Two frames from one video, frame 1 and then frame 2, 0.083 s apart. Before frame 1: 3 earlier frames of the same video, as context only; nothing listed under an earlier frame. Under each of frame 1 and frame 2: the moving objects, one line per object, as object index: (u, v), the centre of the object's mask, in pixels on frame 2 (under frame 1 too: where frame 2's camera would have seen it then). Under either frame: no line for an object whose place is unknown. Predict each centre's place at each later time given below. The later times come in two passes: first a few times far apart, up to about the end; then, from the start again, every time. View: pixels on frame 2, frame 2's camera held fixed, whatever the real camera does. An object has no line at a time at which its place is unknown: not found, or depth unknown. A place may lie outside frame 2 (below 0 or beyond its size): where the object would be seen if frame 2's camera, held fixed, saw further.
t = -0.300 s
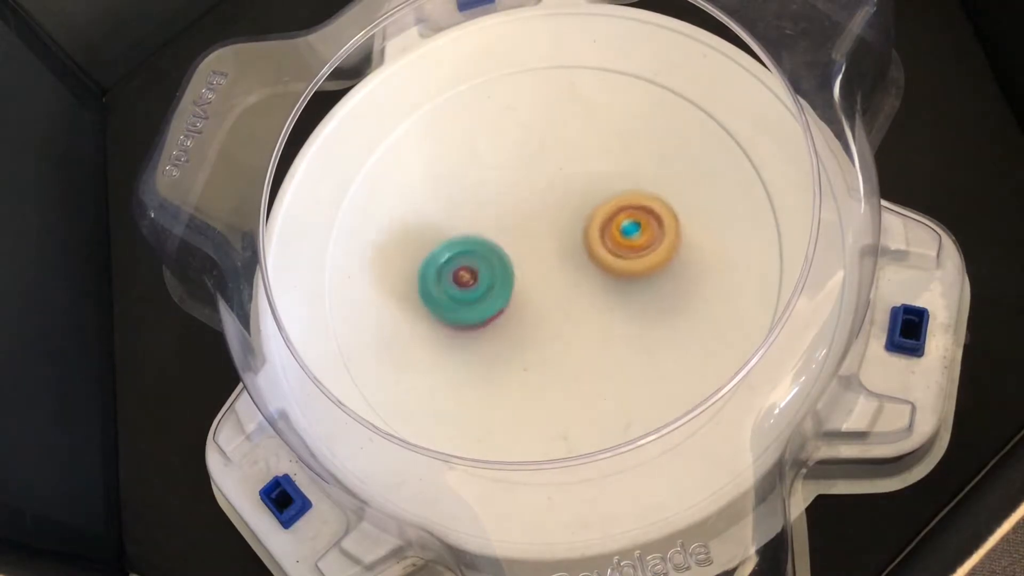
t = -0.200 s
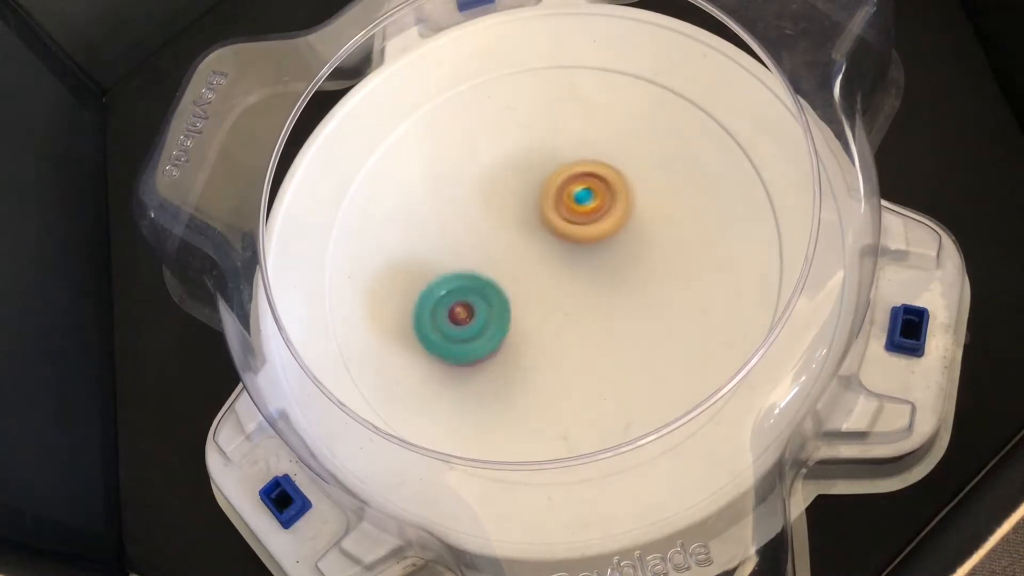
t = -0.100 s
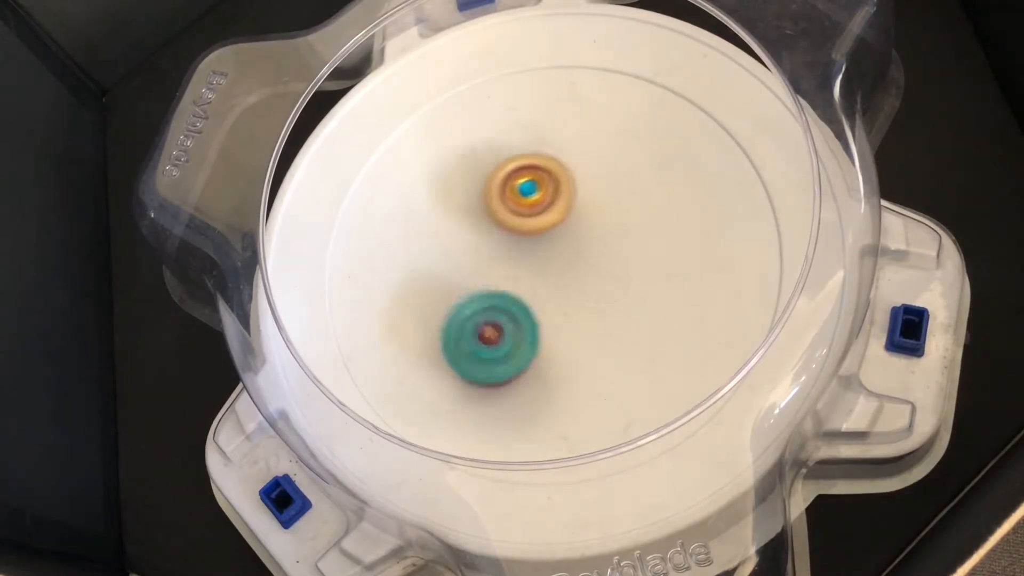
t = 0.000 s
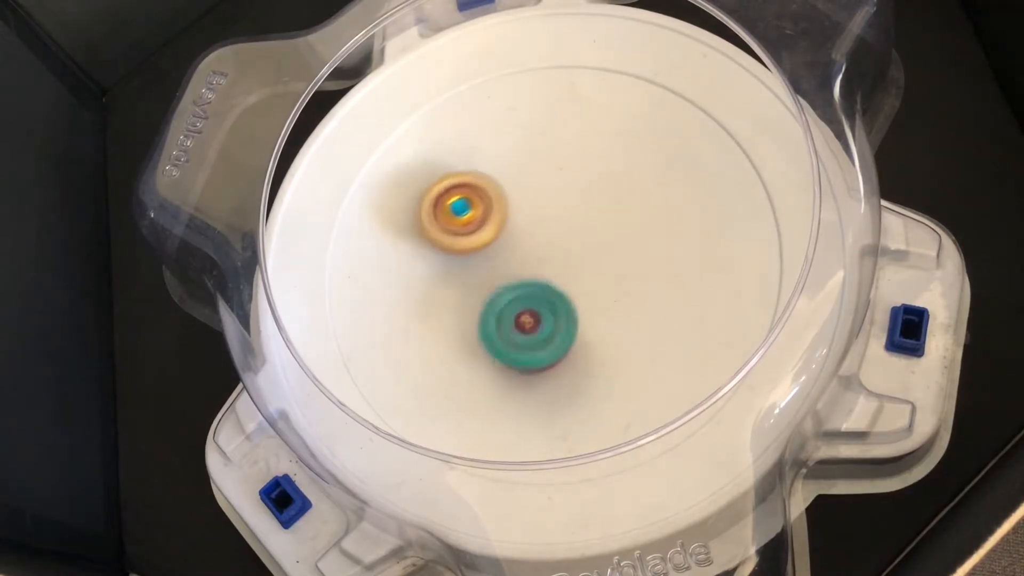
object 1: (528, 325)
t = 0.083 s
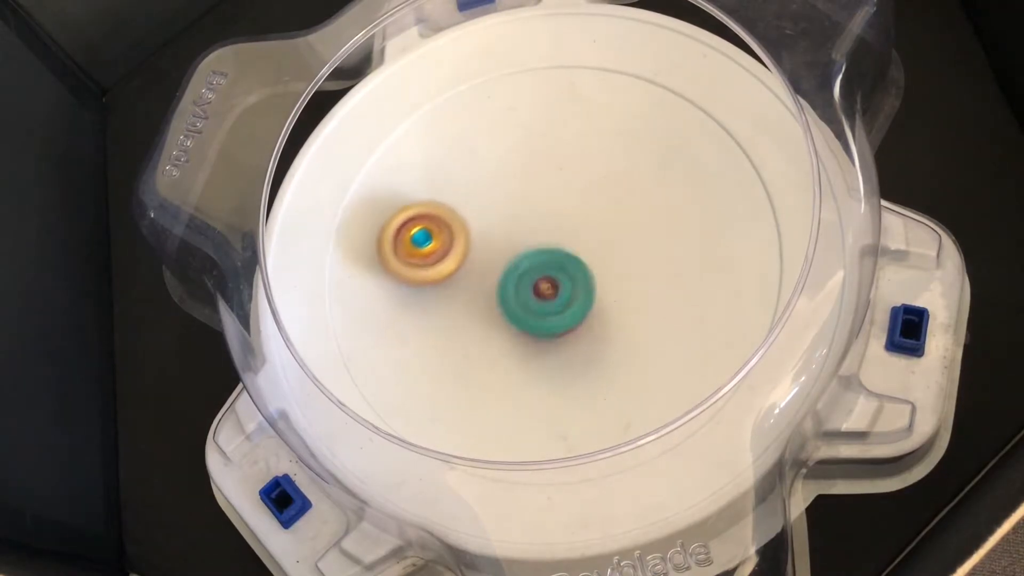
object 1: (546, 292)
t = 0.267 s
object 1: (524, 219)
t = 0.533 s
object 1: (451, 230)
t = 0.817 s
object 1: (528, 263)
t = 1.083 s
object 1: (542, 248)
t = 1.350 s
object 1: (571, 269)
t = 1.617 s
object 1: (614, 245)
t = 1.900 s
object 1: (560, 197)
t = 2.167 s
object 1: (512, 259)
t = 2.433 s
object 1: (542, 323)
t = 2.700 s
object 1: (565, 263)
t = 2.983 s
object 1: (487, 238)
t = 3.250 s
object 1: (501, 277)
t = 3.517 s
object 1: (550, 244)
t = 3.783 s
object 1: (545, 228)
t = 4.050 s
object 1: (557, 236)
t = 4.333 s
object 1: (555, 234)
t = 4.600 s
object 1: (507, 247)
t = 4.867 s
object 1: (502, 311)
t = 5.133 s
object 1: (547, 293)
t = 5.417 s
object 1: (590, 217)
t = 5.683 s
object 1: (563, 177)
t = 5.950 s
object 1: (525, 125)
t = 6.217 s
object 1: (511, 139)
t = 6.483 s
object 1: (498, 171)
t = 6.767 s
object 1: (499, 237)
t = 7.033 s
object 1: (466, 227)
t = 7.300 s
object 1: (482, 216)
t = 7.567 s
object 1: (509, 221)
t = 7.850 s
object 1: (581, 204)
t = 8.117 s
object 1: (556, 205)
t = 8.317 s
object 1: (573, 204)
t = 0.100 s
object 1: (548, 284)
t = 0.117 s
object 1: (548, 276)
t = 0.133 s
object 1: (549, 269)
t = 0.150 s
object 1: (547, 261)
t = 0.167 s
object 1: (546, 255)
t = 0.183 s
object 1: (544, 247)
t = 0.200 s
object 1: (541, 241)
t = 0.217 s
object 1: (538, 234)
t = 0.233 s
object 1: (533, 229)
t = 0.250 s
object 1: (530, 223)
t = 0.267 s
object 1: (524, 219)
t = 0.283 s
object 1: (519, 214)
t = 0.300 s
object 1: (514, 210)
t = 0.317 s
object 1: (508, 208)
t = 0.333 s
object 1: (503, 205)
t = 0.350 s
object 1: (496, 204)
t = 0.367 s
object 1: (491, 203)
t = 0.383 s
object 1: (484, 202)
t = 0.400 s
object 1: (479, 203)
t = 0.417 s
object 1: (473, 204)
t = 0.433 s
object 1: (468, 207)
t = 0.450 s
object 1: (464, 209)
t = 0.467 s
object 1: (459, 212)
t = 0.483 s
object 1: (457, 216)
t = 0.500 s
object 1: (453, 221)
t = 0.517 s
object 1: (452, 225)
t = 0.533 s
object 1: (451, 230)
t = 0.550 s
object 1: (452, 235)
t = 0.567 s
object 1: (453, 240)
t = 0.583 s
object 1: (455, 245)
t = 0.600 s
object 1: (458, 249)
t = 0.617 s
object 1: (461, 254)
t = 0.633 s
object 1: (467, 258)
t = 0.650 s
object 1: (472, 261)
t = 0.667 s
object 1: (479, 264)
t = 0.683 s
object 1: (485, 265)
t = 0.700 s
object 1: (492, 267)
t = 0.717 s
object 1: (499, 266)
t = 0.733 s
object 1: (506, 267)
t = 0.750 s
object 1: (515, 266)
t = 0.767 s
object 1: (521, 264)
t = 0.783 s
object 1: (525, 263)
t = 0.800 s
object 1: (526, 263)
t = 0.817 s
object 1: (528, 263)
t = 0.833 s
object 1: (529, 262)
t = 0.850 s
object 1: (531, 262)
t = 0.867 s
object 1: (532, 262)
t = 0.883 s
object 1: (534, 262)
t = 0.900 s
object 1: (534, 261)
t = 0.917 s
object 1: (536, 261)
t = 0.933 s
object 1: (537, 259)
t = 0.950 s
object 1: (538, 259)
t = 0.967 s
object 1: (540, 257)
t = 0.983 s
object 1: (540, 257)
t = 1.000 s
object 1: (541, 255)
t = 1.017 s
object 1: (541, 254)
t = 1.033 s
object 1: (542, 252)
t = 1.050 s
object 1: (542, 251)
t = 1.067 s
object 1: (543, 249)
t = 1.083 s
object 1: (542, 248)
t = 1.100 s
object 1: (542, 247)
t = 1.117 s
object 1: (542, 246)
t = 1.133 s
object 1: (541, 245)
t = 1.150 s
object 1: (540, 244)
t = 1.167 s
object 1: (540, 243)
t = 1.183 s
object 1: (539, 242)
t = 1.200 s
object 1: (539, 243)
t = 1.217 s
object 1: (537, 242)
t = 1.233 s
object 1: (537, 243)
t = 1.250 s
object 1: (542, 247)
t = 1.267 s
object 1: (547, 253)
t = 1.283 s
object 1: (551, 257)
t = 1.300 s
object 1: (556, 262)
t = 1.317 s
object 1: (561, 264)
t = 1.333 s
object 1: (566, 268)
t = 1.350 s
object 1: (571, 269)
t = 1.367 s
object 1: (577, 272)
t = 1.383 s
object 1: (581, 273)
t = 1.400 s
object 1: (587, 274)
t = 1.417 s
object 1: (591, 274)
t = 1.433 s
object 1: (596, 274)
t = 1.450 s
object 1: (600, 273)
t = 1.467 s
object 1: (605, 272)
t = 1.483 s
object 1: (608, 270)
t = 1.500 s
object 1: (612, 268)
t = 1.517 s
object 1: (614, 265)
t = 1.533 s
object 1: (616, 262)
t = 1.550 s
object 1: (617, 258)
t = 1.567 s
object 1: (618, 255)
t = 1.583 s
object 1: (617, 251)
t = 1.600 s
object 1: (617, 248)
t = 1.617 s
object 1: (614, 245)
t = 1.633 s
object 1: (612, 242)
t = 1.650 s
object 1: (607, 240)
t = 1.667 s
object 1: (604, 237)
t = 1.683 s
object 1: (598, 237)
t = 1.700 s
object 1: (595, 235)
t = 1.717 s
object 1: (594, 231)
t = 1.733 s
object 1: (594, 225)
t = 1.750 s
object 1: (594, 220)
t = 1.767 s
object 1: (593, 215)
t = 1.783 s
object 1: (591, 211)
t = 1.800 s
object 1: (588, 208)
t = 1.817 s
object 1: (585, 204)
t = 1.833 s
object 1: (580, 201)
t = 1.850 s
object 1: (576, 199)
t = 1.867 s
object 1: (570, 198)
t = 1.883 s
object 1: (566, 196)
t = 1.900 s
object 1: (560, 197)
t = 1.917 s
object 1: (554, 196)
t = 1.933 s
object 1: (550, 198)
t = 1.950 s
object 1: (544, 199)
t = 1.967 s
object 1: (540, 202)
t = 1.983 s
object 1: (534, 205)
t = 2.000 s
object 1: (531, 208)
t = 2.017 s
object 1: (525, 213)
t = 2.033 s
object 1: (523, 216)
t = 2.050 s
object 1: (519, 222)
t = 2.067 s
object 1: (517, 226)
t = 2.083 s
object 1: (515, 232)
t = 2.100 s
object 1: (513, 237)
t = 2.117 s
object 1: (513, 242)
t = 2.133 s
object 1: (511, 248)
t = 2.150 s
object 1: (512, 253)
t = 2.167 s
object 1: (512, 259)
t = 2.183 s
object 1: (512, 264)
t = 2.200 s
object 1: (510, 270)
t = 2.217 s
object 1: (509, 275)
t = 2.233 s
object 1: (509, 282)
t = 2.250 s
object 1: (508, 287)
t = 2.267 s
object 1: (510, 292)
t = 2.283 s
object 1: (510, 298)
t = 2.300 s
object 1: (513, 302)
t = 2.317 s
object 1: (515, 307)
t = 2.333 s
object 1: (518, 311)
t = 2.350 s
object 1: (522, 315)
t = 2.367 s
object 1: (525, 317)
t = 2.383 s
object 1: (529, 320)
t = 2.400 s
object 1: (533, 321)
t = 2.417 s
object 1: (538, 322)
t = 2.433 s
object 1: (542, 323)
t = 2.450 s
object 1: (547, 322)
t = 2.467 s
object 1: (552, 321)
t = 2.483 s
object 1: (556, 318)
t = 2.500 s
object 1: (561, 316)
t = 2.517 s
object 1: (564, 313)
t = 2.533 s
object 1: (568, 309)
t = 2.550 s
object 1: (570, 304)
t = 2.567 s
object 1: (572, 299)
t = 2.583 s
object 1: (572, 296)
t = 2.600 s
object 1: (573, 290)
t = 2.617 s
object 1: (573, 286)
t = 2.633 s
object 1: (572, 281)
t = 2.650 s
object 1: (572, 275)
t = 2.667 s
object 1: (569, 272)
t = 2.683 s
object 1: (567, 266)
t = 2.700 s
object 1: (565, 263)
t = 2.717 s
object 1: (561, 259)
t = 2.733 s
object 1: (558, 255)
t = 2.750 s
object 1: (553, 251)
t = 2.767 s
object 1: (550, 247)
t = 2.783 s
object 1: (545, 245)
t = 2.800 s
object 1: (540, 242)
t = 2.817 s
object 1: (536, 240)
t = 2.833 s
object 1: (530, 238)
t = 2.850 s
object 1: (526, 236)
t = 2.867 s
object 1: (520, 235)
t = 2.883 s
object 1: (515, 233)
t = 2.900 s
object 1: (510, 234)
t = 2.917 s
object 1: (504, 233)
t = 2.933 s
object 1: (500, 234)
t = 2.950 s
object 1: (495, 235)
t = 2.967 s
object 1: (491, 236)
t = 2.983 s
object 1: (487, 238)
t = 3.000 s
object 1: (483, 239)
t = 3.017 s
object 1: (480, 242)
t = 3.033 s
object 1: (476, 245)
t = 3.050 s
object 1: (474, 248)
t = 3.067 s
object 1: (472, 252)
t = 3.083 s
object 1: (471, 255)
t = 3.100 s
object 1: (471, 259)
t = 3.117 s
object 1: (471, 263)
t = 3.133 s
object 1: (473, 266)
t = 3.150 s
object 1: (475, 270)
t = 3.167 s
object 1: (478, 272)
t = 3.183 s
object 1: (483, 275)
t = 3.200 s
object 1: (486, 276)
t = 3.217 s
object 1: (491, 277)
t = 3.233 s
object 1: (495, 278)
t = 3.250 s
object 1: (501, 277)
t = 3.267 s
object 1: (507, 277)
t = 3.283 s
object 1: (510, 276)
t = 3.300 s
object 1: (516, 273)
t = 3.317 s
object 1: (519, 272)
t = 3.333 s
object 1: (524, 269)
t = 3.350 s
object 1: (528, 266)
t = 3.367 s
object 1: (531, 264)
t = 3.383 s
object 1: (535, 260)
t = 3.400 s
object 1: (537, 259)
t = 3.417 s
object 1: (539, 257)
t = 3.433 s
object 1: (541, 255)
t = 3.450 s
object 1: (542, 253)
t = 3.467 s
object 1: (545, 250)
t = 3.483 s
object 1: (547, 249)
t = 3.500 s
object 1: (549, 247)
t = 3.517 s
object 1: (550, 244)
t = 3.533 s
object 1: (550, 241)
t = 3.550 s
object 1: (551, 239)
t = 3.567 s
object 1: (552, 237)
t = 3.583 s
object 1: (551, 235)
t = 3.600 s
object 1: (552, 233)
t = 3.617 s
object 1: (551, 232)
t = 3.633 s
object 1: (551, 230)
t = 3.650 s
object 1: (550, 229)
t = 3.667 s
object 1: (548, 228)
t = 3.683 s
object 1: (547, 227)
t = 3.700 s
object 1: (546, 228)
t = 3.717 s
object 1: (545, 227)
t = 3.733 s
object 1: (545, 227)
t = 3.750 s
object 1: (545, 228)
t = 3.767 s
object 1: (545, 227)
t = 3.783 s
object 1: (545, 228)
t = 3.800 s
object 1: (545, 228)
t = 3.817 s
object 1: (545, 229)
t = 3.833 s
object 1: (546, 231)
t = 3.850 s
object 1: (545, 231)
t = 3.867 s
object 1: (545, 232)
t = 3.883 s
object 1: (545, 233)
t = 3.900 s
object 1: (545, 234)
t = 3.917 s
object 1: (546, 235)
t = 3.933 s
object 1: (547, 235)
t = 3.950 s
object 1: (549, 235)
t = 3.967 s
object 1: (550, 236)
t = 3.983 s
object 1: (551, 236)
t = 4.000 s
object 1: (552, 236)
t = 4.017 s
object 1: (554, 237)
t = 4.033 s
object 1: (555, 236)
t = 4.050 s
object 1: (557, 236)
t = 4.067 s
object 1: (558, 238)
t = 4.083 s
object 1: (559, 238)
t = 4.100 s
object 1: (560, 238)
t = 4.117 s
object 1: (560, 239)
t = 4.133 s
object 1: (561, 239)
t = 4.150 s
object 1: (562, 239)
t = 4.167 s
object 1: (562, 240)
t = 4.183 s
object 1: (563, 240)
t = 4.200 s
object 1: (565, 241)
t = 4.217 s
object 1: (564, 242)
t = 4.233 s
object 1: (564, 242)
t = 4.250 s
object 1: (564, 243)
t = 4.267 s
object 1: (562, 241)
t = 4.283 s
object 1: (561, 239)
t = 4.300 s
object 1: (558, 238)
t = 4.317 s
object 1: (557, 235)
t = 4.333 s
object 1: (555, 234)
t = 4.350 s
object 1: (551, 233)
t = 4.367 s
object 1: (548, 230)
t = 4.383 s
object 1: (545, 229)
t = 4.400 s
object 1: (541, 229)
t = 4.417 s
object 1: (538, 228)
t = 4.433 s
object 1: (535, 229)
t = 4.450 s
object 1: (530, 229)
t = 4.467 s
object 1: (528, 230)
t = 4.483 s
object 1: (524, 231)
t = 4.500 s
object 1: (520, 232)
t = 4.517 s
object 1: (518, 233)
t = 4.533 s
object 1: (515, 236)
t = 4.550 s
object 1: (512, 238)
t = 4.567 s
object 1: (511, 240)
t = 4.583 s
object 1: (509, 244)
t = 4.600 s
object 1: (507, 247)
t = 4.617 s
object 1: (507, 249)
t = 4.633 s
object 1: (506, 253)
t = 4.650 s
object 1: (506, 256)
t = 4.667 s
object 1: (506, 260)
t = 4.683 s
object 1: (503, 265)
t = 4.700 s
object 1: (500, 271)
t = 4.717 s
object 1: (498, 275)
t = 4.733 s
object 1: (498, 280)
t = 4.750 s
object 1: (495, 285)
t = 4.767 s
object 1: (495, 289)
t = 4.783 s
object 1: (496, 293)
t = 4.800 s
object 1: (496, 299)
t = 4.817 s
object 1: (497, 302)
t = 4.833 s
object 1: (499, 305)
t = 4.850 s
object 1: (500, 310)
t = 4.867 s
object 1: (502, 311)
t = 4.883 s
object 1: (504, 313)
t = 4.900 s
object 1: (506, 316)
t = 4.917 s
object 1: (510, 317)
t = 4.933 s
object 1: (513, 319)
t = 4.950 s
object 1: (517, 320)
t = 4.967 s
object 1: (521, 320)
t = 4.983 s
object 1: (525, 318)
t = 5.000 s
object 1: (528, 318)
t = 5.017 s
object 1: (530, 316)
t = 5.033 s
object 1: (533, 314)
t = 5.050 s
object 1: (536, 312)
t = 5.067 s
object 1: (539, 307)
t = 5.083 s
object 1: (542, 304)
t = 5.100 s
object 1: (545, 301)
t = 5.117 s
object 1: (545, 297)
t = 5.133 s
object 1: (547, 293)
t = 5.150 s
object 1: (550, 288)
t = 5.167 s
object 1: (549, 286)
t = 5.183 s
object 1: (551, 281)
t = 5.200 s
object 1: (557, 276)
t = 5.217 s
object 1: (561, 272)
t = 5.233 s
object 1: (563, 267)
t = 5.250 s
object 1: (568, 261)
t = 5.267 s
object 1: (572, 257)
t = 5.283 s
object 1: (574, 253)
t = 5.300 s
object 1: (577, 249)
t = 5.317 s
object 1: (580, 244)
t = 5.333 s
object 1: (582, 240)
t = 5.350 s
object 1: (584, 235)
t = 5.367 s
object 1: (587, 230)
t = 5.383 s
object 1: (588, 227)
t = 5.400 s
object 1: (589, 222)
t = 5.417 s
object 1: (590, 217)
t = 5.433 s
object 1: (591, 213)
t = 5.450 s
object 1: (590, 209)
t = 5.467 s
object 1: (591, 205)
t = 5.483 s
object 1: (591, 201)
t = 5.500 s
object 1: (589, 198)
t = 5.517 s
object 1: (588, 194)
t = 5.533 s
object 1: (587, 191)
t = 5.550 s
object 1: (584, 190)
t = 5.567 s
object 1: (582, 187)
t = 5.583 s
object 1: (580, 185)
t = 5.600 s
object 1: (577, 185)
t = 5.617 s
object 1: (574, 184)
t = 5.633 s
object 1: (572, 184)
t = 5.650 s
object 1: (568, 185)
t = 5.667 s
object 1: (564, 185)
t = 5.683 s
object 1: (563, 177)
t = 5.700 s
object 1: (561, 170)
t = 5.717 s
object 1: (557, 164)
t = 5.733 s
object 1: (554, 158)
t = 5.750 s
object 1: (552, 154)
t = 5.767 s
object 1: (551, 150)
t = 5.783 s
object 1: (549, 148)
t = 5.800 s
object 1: (546, 144)
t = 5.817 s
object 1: (543, 142)
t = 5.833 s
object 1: (541, 139)
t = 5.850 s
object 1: (537, 137)
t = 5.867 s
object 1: (535, 134)
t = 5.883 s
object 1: (533, 130)
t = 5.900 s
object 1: (531, 129)
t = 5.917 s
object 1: (527, 127)
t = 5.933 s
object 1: (525, 125)
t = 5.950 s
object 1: (525, 125)
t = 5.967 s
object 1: (522, 127)
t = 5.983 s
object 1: (520, 127)
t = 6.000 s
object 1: (519, 129)
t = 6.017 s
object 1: (518, 132)
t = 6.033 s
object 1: (516, 136)
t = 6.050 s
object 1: (515, 139)
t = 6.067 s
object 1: (515, 142)
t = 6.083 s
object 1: (516, 148)
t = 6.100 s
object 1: (515, 155)
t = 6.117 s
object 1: (515, 159)
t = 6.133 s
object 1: (516, 163)
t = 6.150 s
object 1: (516, 158)
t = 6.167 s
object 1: (515, 150)
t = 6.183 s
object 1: (513, 145)
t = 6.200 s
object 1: (511, 141)
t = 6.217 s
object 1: (511, 139)
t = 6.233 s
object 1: (508, 138)
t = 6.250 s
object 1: (506, 137)
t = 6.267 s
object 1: (502, 135)
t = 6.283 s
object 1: (501, 135)
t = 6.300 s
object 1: (498, 135)
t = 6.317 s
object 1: (497, 135)
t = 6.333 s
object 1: (495, 137)
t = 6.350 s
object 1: (495, 139)
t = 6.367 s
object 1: (494, 143)
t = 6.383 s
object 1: (494, 145)
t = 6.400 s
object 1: (494, 148)
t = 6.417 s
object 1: (495, 151)
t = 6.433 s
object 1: (497, 156)
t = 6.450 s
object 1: (497, 162)
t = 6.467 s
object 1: (498, 167)
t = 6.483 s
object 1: (498, 171)
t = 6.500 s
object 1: (500, 175)
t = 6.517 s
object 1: (500, 179)
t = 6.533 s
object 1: (501, 184)
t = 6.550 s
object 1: (502, 188)
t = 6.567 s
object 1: (504, 192)
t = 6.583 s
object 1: (504, 196)
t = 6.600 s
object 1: (504, 200)
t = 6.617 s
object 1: (504, 205)
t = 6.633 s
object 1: (505, 208)
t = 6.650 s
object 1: (504, 212)
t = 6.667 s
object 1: (504, 215)
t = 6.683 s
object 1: (503, 220)
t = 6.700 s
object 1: (504, 223)
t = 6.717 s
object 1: (503, 228)
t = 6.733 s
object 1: (501, 230)
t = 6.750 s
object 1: (500, 234)
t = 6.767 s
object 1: (499, 237)
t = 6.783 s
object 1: (498, 242)
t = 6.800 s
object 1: (494, 242)
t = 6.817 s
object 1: (491, 240)
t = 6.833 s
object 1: (489, 237)
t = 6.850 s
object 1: (489, 236)
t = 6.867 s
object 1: (488, 238)
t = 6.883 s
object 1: (486, 236)
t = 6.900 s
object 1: (486, 237)
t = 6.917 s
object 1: (483, 237)
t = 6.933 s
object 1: (481, 236)
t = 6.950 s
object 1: (476, 237)
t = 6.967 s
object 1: (472, 233)
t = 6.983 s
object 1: (469, 231)
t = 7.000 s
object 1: (466, 228)
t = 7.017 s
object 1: (466, 226)
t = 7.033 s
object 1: (466, 227)
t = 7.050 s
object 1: (464, 226)
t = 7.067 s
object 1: (463, 225)
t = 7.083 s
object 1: (461, 223)
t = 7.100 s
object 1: (462, 221)
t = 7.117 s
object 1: (463, 221)
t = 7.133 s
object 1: (463, 221)
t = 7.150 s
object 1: (463, 220)
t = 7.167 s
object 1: (463, 219)
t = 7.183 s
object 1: (466, 218)
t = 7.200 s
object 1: (469, 219)
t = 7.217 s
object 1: (470, 220)
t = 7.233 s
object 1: (471, 220)
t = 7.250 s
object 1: (473, 219)
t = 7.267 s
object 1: (476, 219)
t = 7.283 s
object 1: (481, 220)
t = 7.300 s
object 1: (482, 216)
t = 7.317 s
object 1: (486, 211)
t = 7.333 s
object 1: (489, 209)
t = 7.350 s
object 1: (492, 209)
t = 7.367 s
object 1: (496, 211)
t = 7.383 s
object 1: (498, 213)
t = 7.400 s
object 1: (496, 216)
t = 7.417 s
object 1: (496, 216)
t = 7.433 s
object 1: (497, 215)
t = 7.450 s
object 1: (498, 216)
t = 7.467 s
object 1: (500, 218)
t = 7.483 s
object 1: (501, 218)
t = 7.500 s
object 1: (502, 216)
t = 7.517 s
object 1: (504, 216)
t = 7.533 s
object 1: (506, 217)
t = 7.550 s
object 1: (509, 218)
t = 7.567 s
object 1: (509, 221)
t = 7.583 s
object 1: (511, 221)
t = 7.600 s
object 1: (519, 220)
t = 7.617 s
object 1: (525, 215)
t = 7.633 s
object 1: (532, 211)
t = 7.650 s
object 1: (538, 209)
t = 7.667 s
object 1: (545, 209)
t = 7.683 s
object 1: (550, 210)
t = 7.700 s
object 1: (555, 209)
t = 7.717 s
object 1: (560, 209)
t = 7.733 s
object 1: (565, 209)
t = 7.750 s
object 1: (568, 207)
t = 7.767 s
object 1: (571, 207)
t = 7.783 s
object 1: (574, 207)
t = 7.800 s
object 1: (576, 205)
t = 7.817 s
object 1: (577, 204)
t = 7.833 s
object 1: (579, 204)
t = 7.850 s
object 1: (581, 204)
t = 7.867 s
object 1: (581, 204)
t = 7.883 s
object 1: (582, 205)
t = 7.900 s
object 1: (582, 204)
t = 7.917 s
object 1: (581, 204)
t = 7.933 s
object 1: (580, 204)
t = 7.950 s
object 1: (579, 205)
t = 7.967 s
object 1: (577, 206)
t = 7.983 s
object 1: (575, 207)
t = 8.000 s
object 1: (573, 209)
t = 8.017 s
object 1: (570, 210)
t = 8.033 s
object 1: (567, 210)
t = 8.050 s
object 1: (564, 210)
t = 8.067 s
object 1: (562, 209)
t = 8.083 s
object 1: (559, 208)
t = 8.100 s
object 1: (557, 207)
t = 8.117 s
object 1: (556, 205)
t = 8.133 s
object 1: (555, 204)
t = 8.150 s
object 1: (554, 203)
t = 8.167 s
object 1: (554, 202)
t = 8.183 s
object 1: (554, 201)
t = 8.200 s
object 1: (555, 200)
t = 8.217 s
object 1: (557, 201)
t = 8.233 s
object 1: (560, 202)
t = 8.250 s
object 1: (563, 203)
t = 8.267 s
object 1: (565, 204)
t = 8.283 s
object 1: (568, 204)
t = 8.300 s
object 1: (570, 203)
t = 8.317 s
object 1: (573, 204)
